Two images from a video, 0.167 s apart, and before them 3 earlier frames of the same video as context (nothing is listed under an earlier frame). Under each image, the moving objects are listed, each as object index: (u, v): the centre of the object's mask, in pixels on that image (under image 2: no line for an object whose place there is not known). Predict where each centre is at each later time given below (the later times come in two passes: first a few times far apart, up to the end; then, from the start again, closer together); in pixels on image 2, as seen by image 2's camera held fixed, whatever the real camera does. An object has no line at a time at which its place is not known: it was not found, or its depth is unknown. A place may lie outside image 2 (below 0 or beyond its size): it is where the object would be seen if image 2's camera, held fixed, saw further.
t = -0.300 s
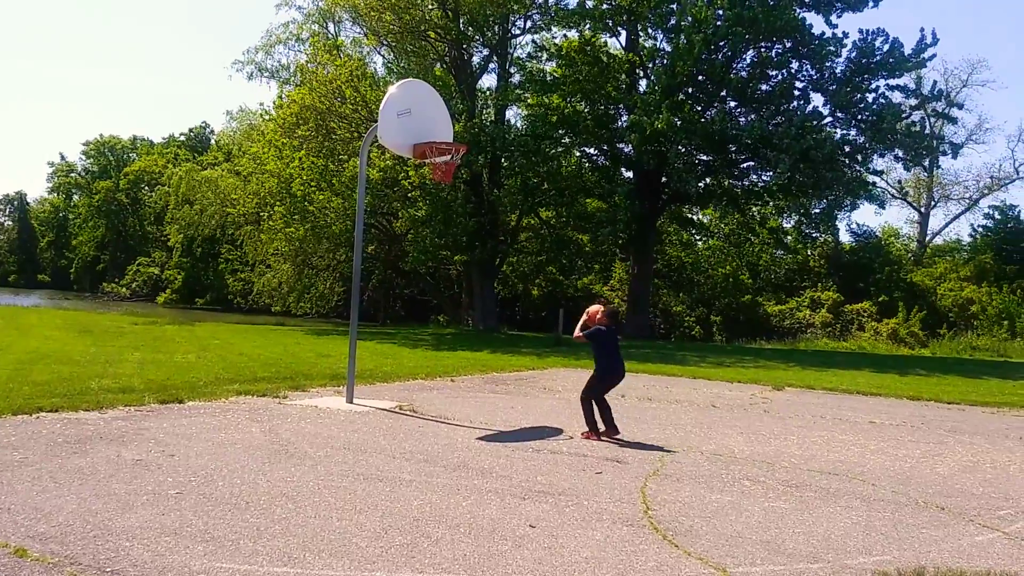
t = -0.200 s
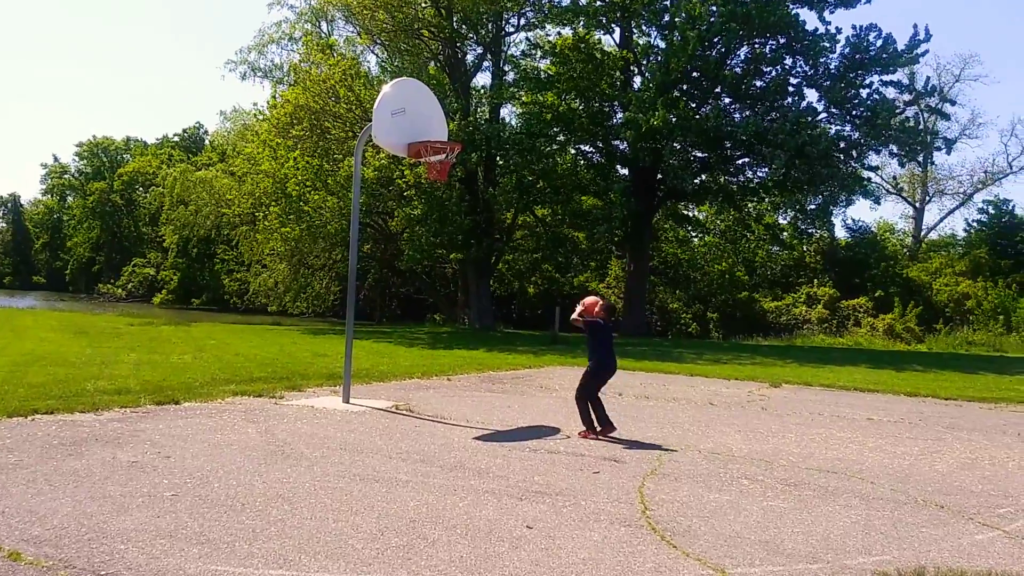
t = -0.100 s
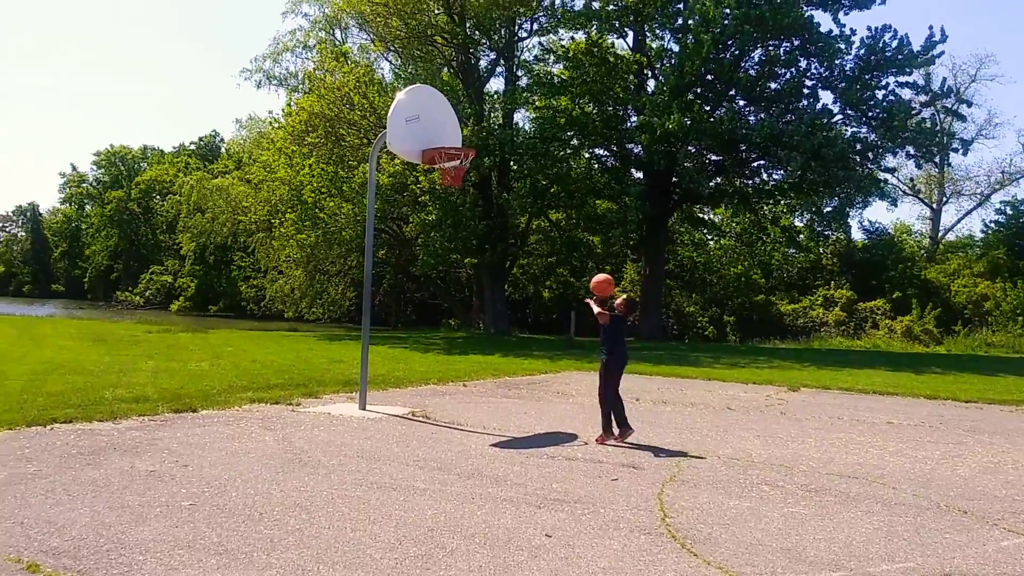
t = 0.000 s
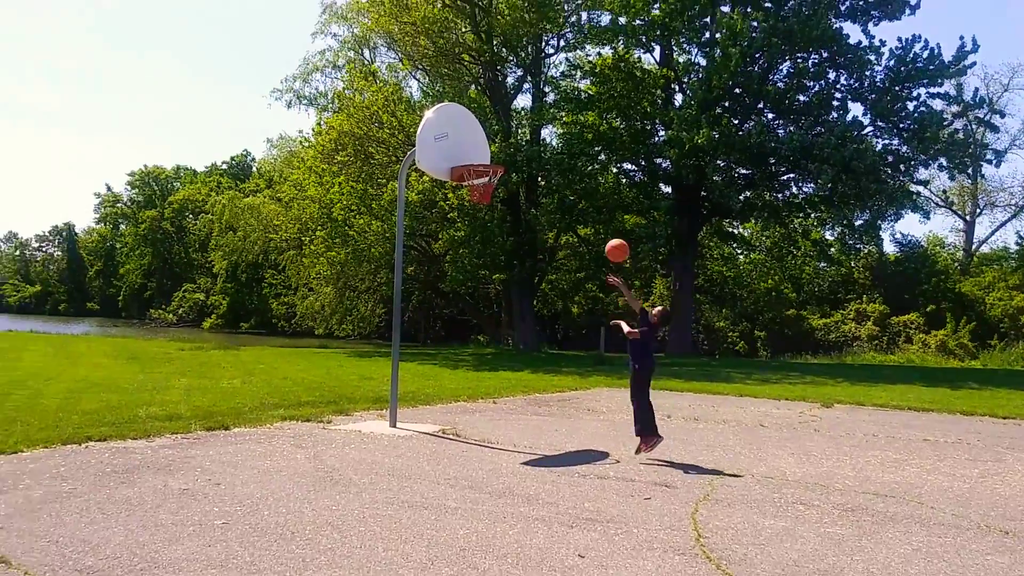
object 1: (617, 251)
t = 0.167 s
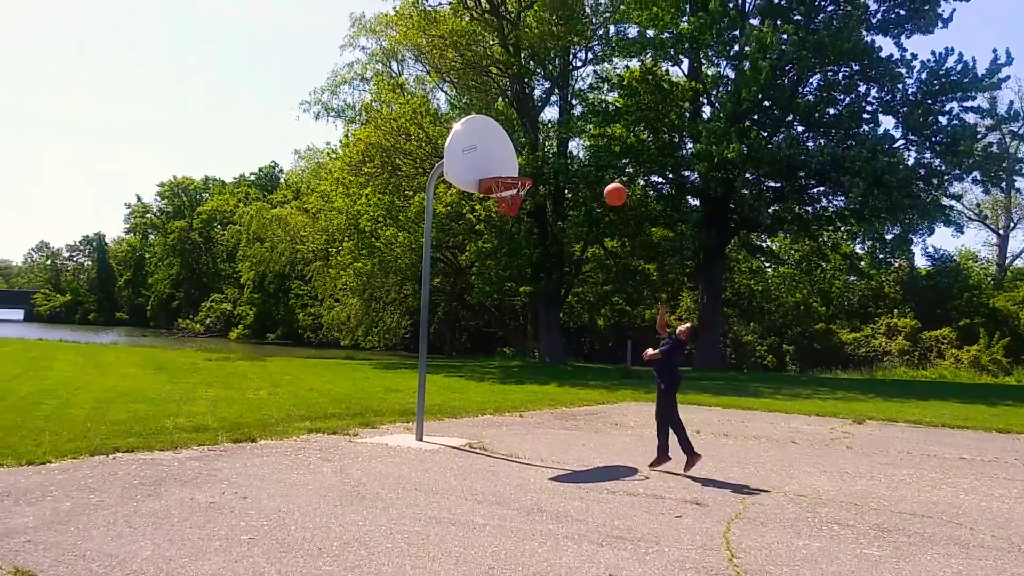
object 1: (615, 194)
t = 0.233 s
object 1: (603, 174)
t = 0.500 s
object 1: (557, 137)
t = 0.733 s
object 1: (510, 155)
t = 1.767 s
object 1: (497, 242)
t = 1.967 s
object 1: (476, 315)
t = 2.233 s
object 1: (446, 424)
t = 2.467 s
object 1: (431, 341)
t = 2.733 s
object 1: (410, 304)
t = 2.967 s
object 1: (389, 323)
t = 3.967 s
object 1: (281, 379)
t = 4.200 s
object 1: (252, 431)
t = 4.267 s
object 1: (247, 413)
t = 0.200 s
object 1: (609, 184)
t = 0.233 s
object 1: (603, 174)
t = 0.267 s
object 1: (597, 166)
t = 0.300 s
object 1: (591, 159)
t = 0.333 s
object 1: (586, 153)
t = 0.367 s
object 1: (580, 148)
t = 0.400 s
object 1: (574, 143)
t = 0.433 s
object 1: (569, 140)
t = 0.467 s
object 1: (563, 138)
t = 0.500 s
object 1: (557, 137)
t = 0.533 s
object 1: (551, 136)
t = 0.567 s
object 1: (544, 137)
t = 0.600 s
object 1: (538, 139)
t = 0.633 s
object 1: (532, 142)
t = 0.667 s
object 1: (522, 145)
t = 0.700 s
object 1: (516, 150)
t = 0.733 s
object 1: (510, 155)
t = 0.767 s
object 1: (504, 162)
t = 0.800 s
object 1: (497, 168)
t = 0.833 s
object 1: (498, 165)
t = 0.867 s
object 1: (499, 158)
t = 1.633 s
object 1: (510, 212)
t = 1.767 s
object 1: (497, 242)
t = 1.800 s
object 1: (493, 252)
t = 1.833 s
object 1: (490, 263)
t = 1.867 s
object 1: (486, 274)
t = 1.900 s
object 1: (483, 287)
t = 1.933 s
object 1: (480, 301)
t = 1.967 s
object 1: (476, 315)
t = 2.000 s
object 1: (472, 331)
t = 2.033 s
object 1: (468, 348)
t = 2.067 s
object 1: (464, 366)
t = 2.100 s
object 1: (460, 385)
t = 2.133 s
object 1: (457, 406)
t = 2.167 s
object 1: (452, 427)
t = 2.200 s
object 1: (447, 440)
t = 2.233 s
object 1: (446, 424)
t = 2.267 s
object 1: (444, 409)
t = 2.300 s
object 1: (442, 395)
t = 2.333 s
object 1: (440, 382)
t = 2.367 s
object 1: (438, 370)
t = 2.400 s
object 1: (436, 360)
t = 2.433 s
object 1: (434, 350)
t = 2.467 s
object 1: (431, 341)
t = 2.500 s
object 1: (429, 333)
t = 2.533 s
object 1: (426, 326)
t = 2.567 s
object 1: (424, 320)
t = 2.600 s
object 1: (421, 315)
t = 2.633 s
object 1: (419, 311)
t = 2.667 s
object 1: (416, 308)
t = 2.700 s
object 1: (413, 305)
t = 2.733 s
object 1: (410, 304)
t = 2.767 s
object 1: (407, 304)
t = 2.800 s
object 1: (404, 305)
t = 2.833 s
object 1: (401, 306)
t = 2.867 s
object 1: (397, 309)
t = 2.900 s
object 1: (394, 313)
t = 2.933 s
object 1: (391, 317)
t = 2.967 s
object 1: (389, 323)
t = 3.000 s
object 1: (384, 330)
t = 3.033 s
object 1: (381, 338)
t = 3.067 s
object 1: (377, 347)
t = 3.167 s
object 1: (365, 379)
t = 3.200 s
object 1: (361, 392)
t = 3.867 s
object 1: (293, 362)
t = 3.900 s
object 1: (289, 367)
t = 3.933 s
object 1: (285, 372)
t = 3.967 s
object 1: (281, 379)
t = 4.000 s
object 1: (277, 386)
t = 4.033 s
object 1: (273, 394)
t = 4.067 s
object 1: (269, 404)
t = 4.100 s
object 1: (264, 415)
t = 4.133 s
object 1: (259, 427)
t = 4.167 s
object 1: (255, 439)
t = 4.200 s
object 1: (252, 431)
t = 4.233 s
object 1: (250, 422)
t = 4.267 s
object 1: (247, 413)
